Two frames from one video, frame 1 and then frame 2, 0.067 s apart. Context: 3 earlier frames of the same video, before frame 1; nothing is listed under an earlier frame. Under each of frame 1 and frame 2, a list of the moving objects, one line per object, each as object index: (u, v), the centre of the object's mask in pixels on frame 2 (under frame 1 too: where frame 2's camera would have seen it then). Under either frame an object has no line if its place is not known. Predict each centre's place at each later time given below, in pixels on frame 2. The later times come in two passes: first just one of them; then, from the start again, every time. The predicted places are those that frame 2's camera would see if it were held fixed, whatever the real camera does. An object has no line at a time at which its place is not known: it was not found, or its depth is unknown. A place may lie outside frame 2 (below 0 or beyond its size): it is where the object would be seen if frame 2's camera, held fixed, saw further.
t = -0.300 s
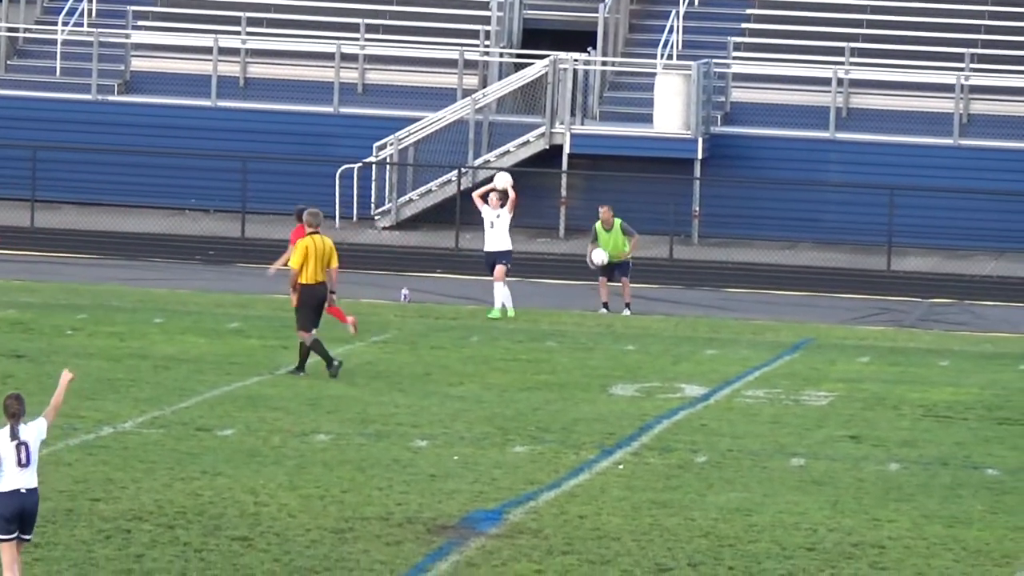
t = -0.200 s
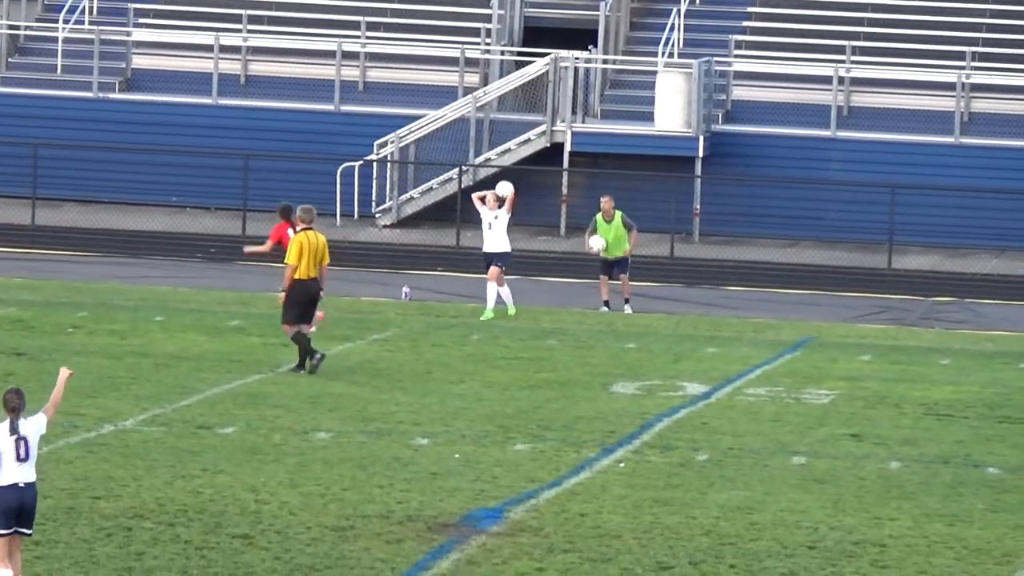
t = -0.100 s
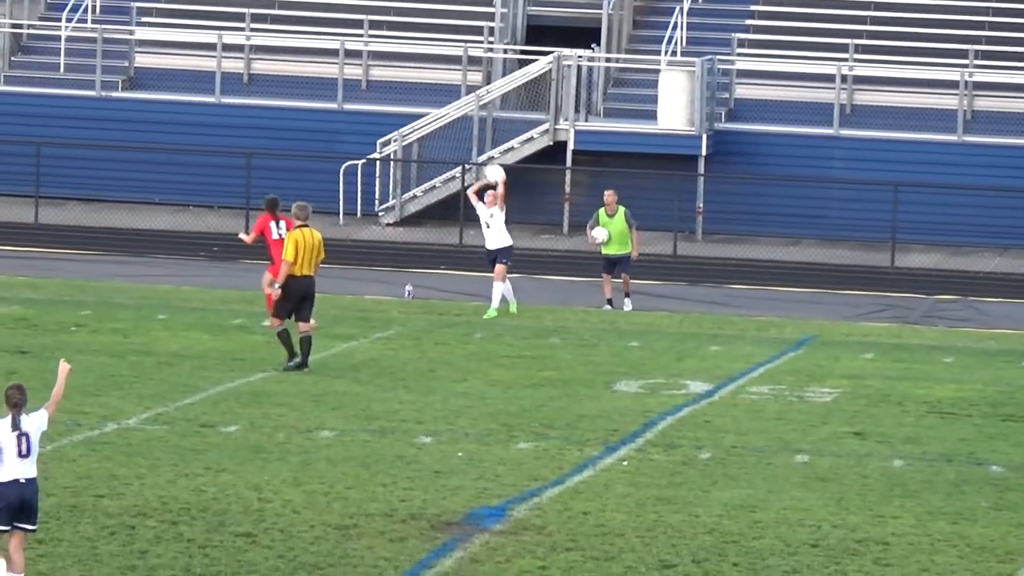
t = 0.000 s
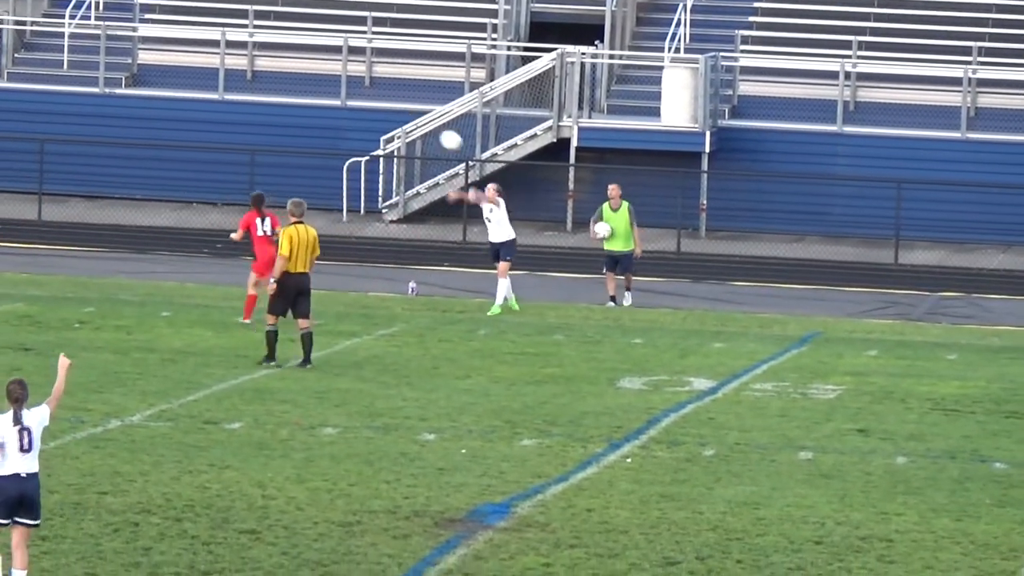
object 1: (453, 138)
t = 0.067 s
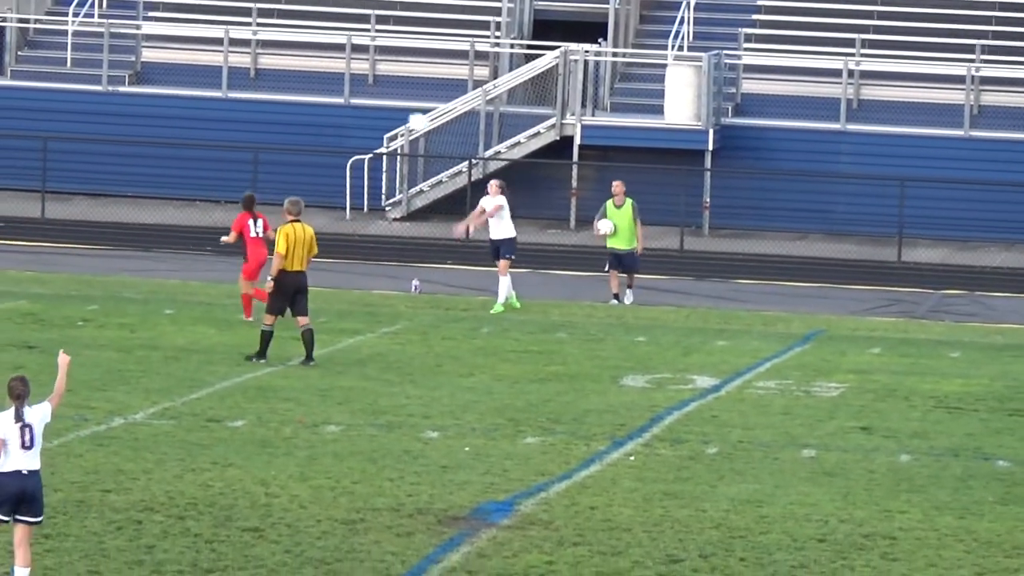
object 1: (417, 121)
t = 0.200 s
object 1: (352, 104)
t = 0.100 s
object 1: (402, 116)
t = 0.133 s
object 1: (385, 111)
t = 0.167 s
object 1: (368, 107)
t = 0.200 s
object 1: (352, 104)
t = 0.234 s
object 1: (334, 101)
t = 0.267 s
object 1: (318, 99)
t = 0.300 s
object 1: (301, 98)
